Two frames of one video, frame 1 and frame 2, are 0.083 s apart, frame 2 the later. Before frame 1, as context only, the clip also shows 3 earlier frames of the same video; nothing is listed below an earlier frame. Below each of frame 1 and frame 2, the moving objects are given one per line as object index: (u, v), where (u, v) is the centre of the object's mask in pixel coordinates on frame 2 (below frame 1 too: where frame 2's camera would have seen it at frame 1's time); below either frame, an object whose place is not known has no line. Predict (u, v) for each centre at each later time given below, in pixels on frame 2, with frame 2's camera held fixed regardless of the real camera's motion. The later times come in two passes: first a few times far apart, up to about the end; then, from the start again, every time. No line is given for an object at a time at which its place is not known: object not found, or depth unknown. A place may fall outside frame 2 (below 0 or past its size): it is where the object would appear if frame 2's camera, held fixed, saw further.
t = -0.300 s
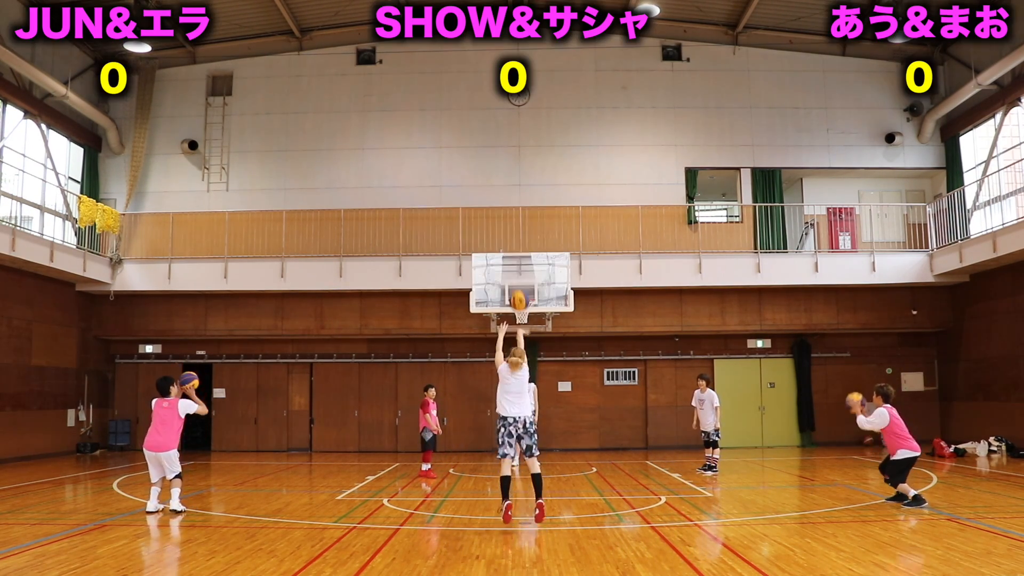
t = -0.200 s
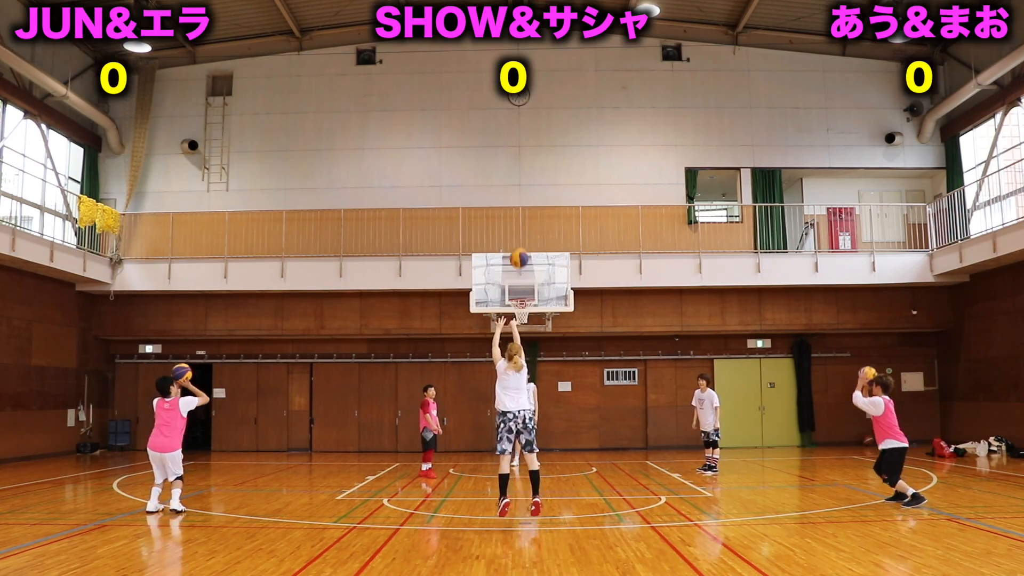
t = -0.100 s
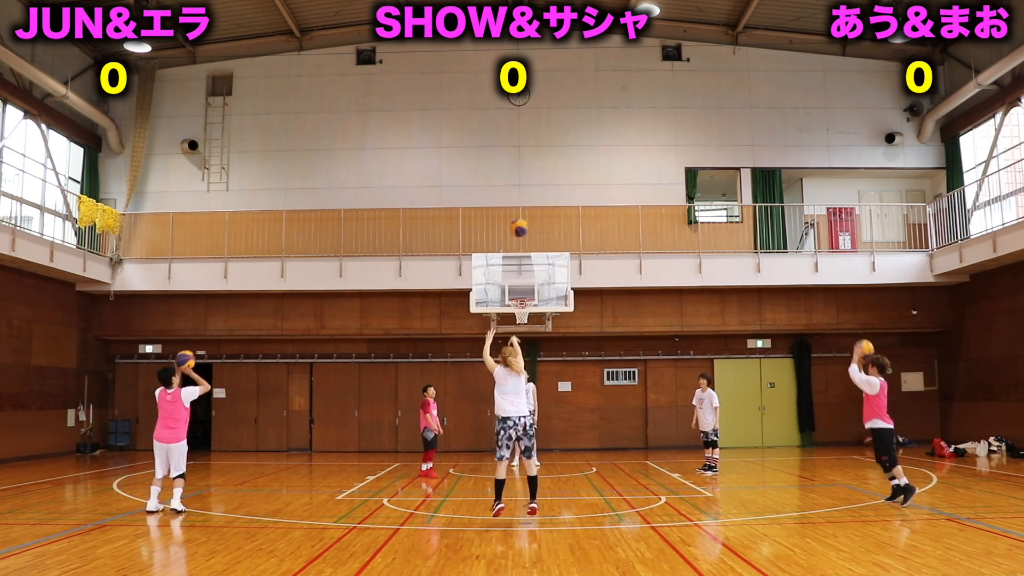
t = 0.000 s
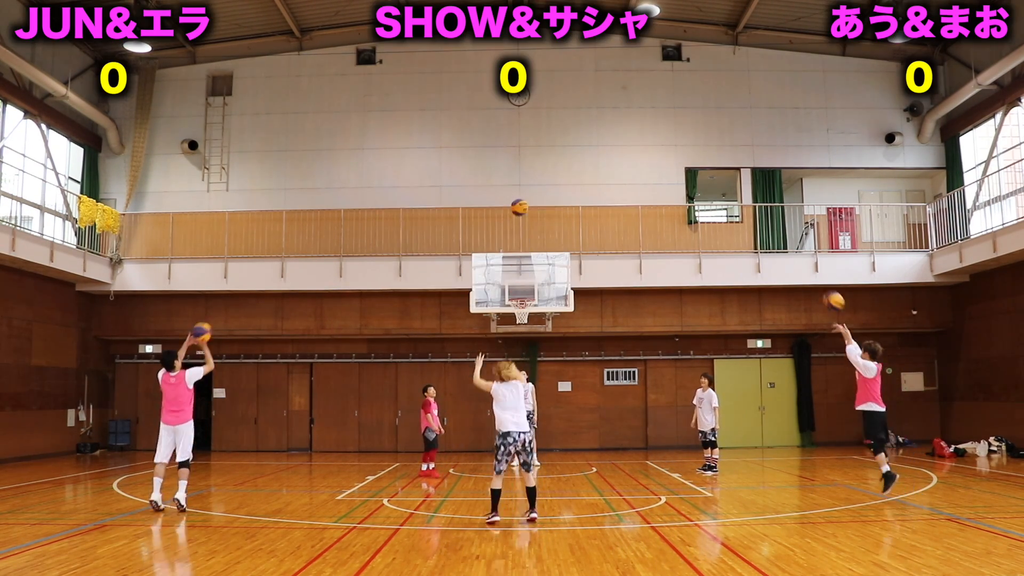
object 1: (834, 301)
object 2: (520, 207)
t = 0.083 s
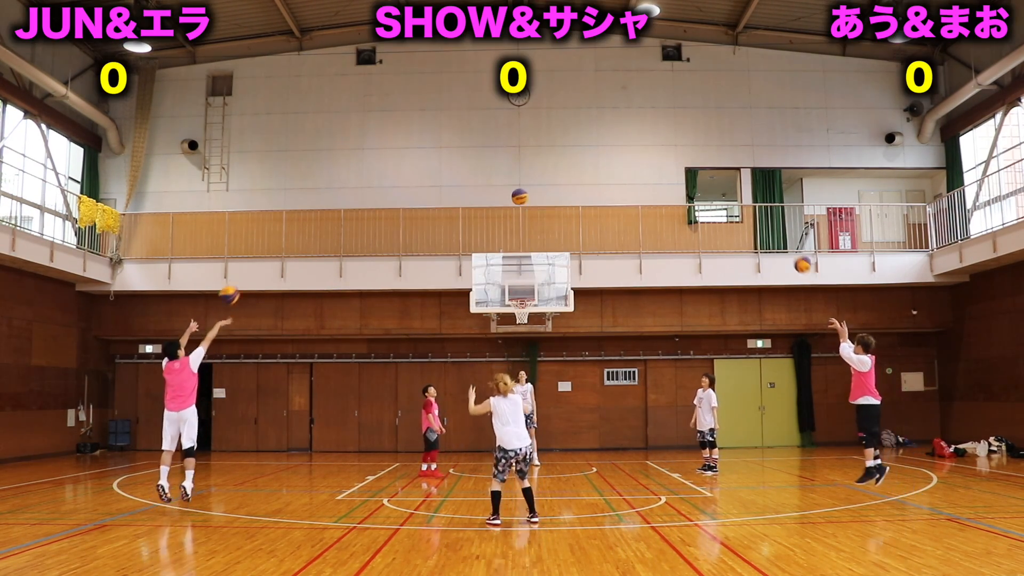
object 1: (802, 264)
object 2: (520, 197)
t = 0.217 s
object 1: (759, 220)
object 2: (521, 190)
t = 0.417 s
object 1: (702, 182)
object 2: (523, 202)
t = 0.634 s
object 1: (649, 173)
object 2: (524, 237)
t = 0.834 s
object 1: (608, 190)
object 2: (526, 289)
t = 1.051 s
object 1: (569, 229)
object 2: (487, 282)
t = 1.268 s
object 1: (534, 289)
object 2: (438, 289)
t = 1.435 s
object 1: (539, 284)
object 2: (397, 312)
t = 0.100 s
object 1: (796, 258)
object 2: (520, 195)
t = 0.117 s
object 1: (791, 252)
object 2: (520, 194)
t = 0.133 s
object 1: (785, 245)
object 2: (520, 193)
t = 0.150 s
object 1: (780, 240)
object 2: (520, 192)
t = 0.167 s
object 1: (775, 234)
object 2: (520, 191)
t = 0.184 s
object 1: (769, 229)
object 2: (520, 191)
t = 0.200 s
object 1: (764, 224)
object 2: (520, 191)
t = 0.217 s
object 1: (759, 220)
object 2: (521, 190)
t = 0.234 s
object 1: (753, 215)
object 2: (521, 191)
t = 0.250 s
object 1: (749, 212)
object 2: (521, 191)
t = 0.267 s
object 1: (743, 208)
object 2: (521, 191)
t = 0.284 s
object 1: (738, 204)
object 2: (521, 192)
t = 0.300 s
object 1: (733, 200)
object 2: (521, 192)
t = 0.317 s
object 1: (729, 197)
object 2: (521, 193)
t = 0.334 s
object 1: (724, 194)
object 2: (522, 194)
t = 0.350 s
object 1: (719, 192)
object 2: (522, 196)
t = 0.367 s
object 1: (715, 189)
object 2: (522, 197)
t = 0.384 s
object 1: (710, 186)
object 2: (522, 199)
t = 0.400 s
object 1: (706, 184)
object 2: (522, 200)
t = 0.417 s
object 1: (702, 182)
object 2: (523, 202)
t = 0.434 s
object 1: (698, 180)
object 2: (523, 204)
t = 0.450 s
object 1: (694, 179)
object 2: (523, 206)
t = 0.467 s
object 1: (689, 178)
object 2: (523, 208)
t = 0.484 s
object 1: (685, 177)
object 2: (523, 211)
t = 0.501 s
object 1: (681, 176)
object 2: (524, 213)
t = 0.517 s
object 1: (676, 175)
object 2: (524, 216)
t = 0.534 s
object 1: (672, 174)
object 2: (524, 218)
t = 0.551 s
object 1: (669, 174)
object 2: (524, 221)
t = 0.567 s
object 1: (664, 173)
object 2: (524, 224)
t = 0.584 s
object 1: (660, 173)
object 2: (524, 227)
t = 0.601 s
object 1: (657, 173)
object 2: (525, 230)
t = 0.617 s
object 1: (653, 174)
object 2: (525, 234)
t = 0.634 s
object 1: (649, 173)
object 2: (524, 237)
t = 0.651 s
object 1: (646, 174)
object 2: (525, 241)
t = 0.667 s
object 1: (642, 175)
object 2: (525, 245)
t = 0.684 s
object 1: (638, 176)
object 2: (526, 248)
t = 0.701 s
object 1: (635, 176)
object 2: (525, 252)
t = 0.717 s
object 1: (631, 178)
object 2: (525, 257)
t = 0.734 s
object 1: (628, 179)
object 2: (526, 261)
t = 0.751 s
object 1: (625, 180)
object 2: (526, 265)
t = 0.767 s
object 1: (621, 182)
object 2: (526, 270)
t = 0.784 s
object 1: (618, 184)
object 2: (526, 274)
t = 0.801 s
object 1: (615, 186)
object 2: (526, 279)
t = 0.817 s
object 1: (611, 188)
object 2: (526, 284)
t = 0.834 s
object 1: (608, 190)
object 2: (526, 289)
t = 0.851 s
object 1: (605, 192)
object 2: (526, 293)
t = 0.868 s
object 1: (602, 195)
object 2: (526, 295)
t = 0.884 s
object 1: (598, 198)
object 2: (523, 294)
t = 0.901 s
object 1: (596, 200)
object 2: (520, 295)
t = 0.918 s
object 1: (592, 202)
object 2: (516, 293)
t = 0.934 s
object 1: (589, 206)
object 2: (513, 291)
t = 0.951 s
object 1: (586, 208)
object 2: (509, 289)
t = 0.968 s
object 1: (584, 212)
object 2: (506, 288)
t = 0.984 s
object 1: (581, 215)
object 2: (502, 286)
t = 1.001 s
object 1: (578, 218)
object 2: (499, 285)
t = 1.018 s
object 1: (574, 222)
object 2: (494, 284)
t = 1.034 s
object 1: (571, 226)
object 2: (491, 283)
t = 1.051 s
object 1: (569, 229)
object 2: (487, 282)
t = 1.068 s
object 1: (566, 233)
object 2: (483, 282)
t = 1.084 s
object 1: (563, 237)
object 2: (480, 281)
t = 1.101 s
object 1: (561, 241)
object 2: (476, 281)
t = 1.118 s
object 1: (558, 246)
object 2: (472, 281)
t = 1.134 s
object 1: (555, 250)
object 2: (468, 282)
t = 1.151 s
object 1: (552, 254)
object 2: (465, 282)
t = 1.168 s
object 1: (549, 259)
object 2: (462, 282)
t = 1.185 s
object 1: (547, 264)
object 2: (457, 283)
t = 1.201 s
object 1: (544, 269)
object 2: (454, 283)
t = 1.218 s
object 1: (542, 274)
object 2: (450, 284)
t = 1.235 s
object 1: (539, 280)
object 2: (445, 286)
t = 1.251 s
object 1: (536, 285)
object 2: (442, 287)
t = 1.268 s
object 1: (534, 289)
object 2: (438, 289)
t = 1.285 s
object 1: (532, 293)
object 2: (434, 290)
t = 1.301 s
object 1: (531, 294)
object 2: (431, 292)
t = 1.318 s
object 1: (532, 293)
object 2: (427, 294)
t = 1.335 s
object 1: (533, 292)
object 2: (423, 296)
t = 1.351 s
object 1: (534, 290)
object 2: (418, 298)
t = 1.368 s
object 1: (535, 288)
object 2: (414, 300)
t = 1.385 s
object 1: (536, 287)
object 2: (410, 303)
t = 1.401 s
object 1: (537, 286)
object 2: (405, 306)
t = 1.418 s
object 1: (538, 284)
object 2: (401, 309)
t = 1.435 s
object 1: (539, 284)
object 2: (397, 312)
